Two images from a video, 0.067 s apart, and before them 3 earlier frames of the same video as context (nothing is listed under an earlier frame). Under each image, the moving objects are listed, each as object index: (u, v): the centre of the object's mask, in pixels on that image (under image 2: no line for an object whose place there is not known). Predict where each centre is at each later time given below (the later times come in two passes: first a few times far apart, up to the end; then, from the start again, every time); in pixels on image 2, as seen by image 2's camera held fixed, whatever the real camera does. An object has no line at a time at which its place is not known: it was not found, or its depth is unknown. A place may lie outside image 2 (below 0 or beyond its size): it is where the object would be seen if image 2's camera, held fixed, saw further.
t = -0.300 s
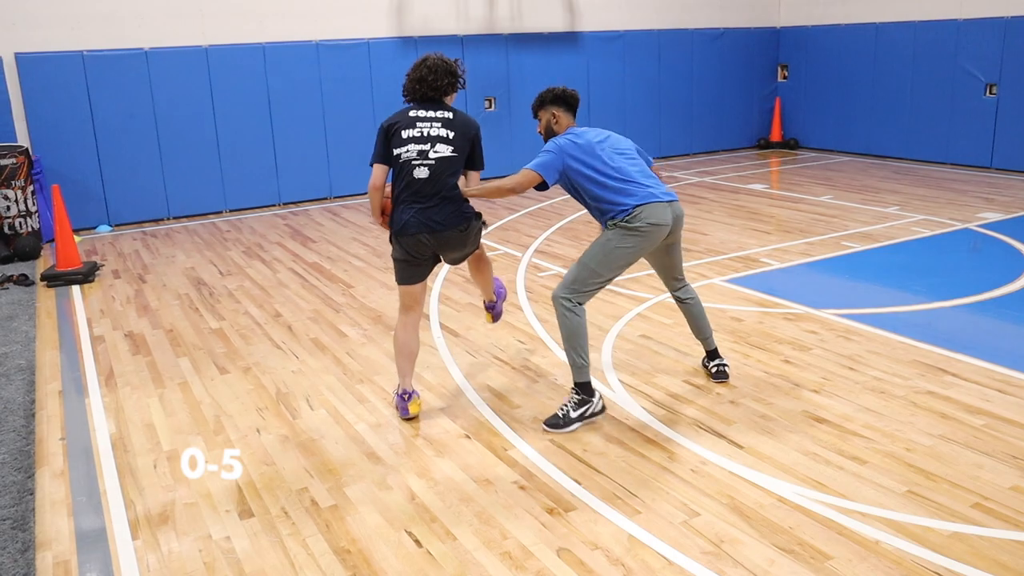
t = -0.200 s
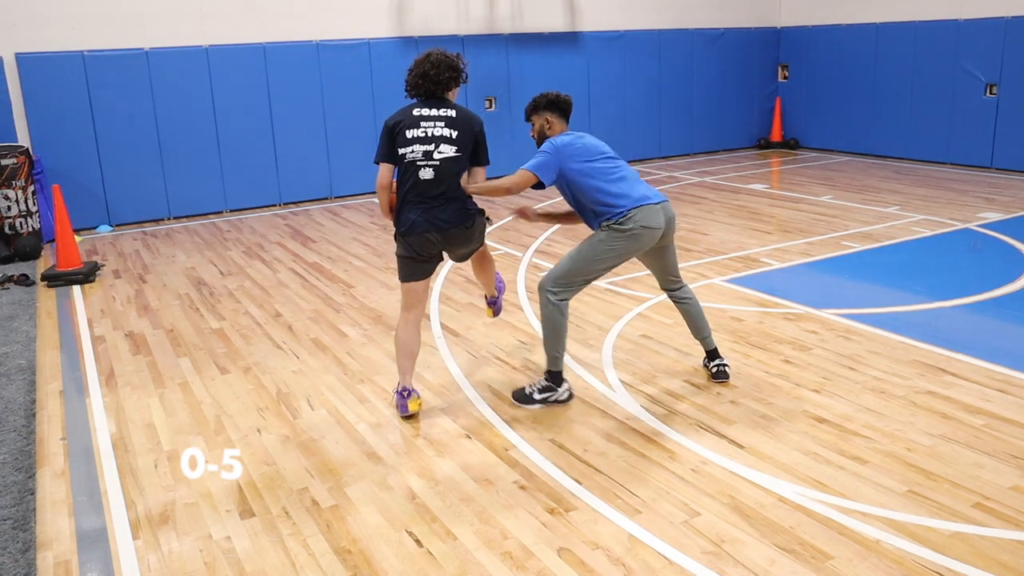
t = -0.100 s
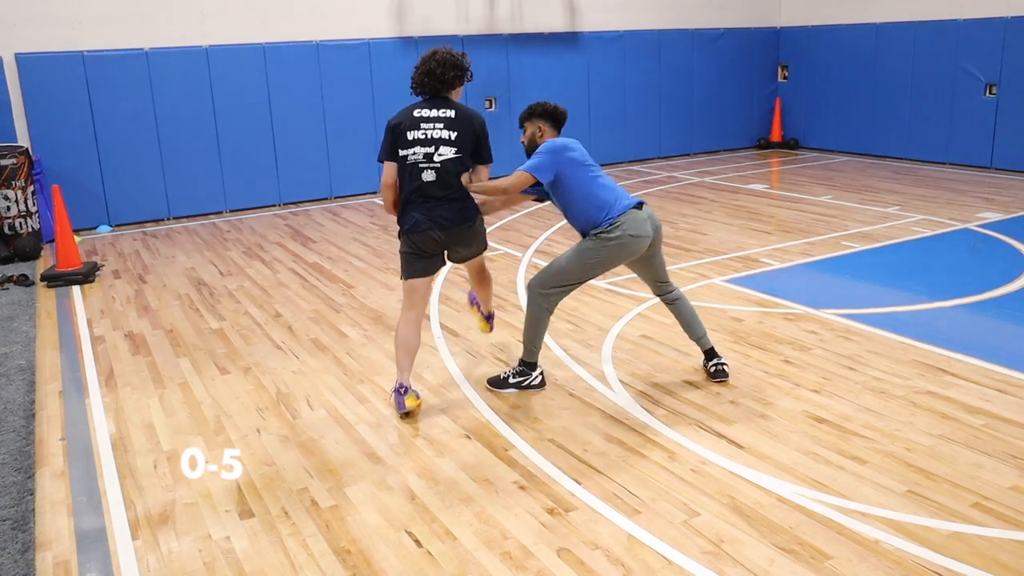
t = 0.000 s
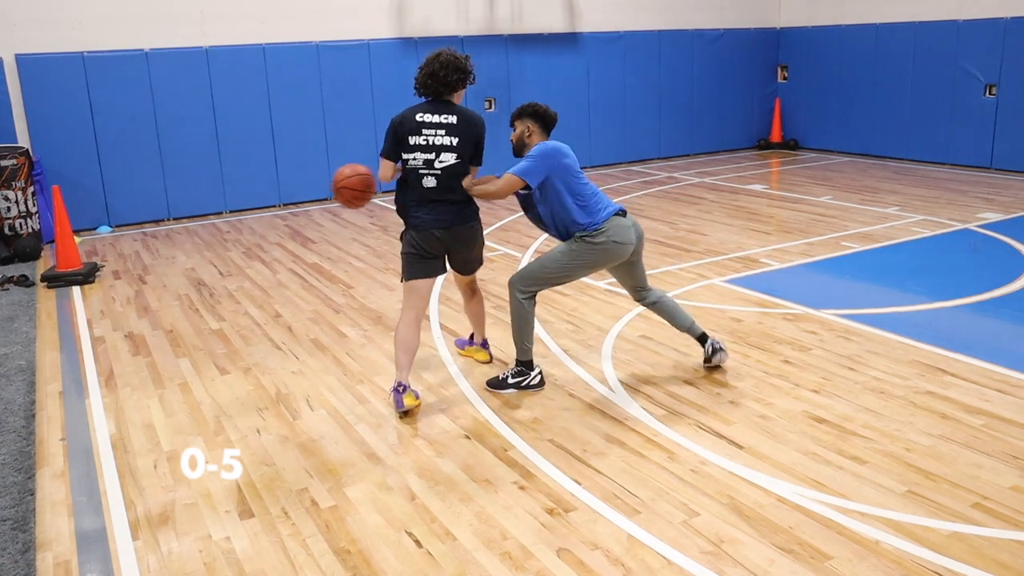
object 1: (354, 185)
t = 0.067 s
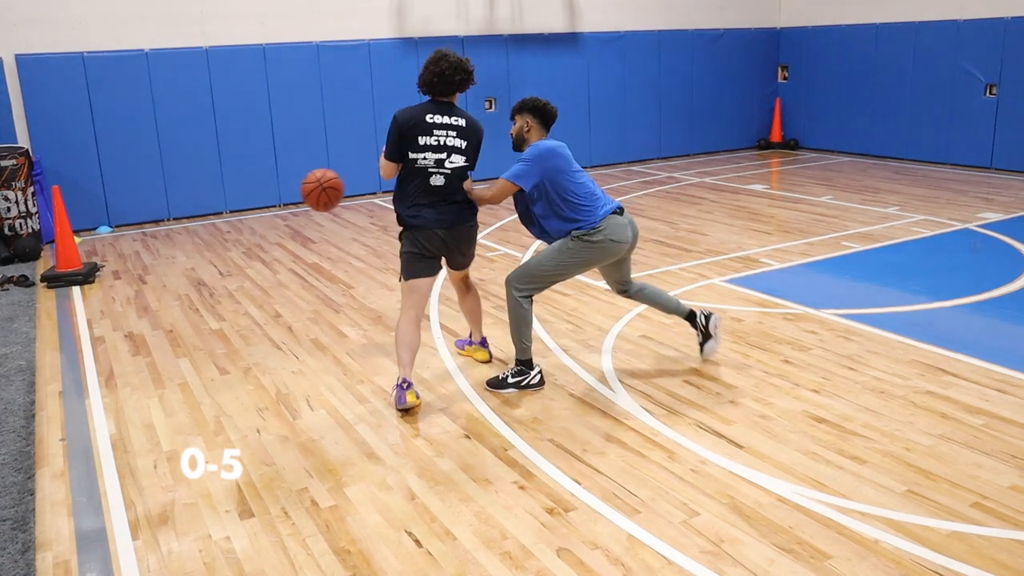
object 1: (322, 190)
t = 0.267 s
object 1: (249, 241)
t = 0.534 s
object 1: (190, 232)
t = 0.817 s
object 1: (153, 206)
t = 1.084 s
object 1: (131, 245)
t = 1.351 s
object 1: (100, 209)
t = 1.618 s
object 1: (83, 224)
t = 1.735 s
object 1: (76, 209)
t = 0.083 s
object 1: (315, 192)
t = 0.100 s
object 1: (308, 194)
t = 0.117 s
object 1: (301, 197)
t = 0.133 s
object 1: (294, 201)
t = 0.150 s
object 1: (288, 204)
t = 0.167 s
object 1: (282, 208)
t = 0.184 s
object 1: (276, 213)
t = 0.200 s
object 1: (270, 218)
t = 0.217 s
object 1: (264, 223)
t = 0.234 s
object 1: (259, 230)
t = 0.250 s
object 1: (254, 234)
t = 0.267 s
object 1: (249, 241)
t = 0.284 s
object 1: (244, 247)
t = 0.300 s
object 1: (240, 253)
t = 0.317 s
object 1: (235, 260)
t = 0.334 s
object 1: (230, 267)
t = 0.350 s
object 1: (226, 274)
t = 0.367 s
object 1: (222, 282)
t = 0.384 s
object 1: (218, 289)
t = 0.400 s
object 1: (215, 283)
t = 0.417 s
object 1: (212, 275)
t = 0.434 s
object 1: (209, 268)
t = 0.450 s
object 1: (205, 261)
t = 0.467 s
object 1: (202, 254)
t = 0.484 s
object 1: (199, 248)
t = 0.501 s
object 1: (196, 241)
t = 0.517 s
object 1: (193, 237)
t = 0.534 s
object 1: (190, 232)
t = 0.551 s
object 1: (187, 227)
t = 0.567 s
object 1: (184, 223)
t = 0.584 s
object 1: (182, 220)
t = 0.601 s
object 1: (179, 216)
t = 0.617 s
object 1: (177, 213)
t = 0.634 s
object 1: (175, 210)
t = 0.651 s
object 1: (172, 208)
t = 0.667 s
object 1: (170, 206)
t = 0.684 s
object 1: (168, 205)
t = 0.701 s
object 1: (166, 204)
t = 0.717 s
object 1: (164, 203)
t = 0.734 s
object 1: (162, 203)
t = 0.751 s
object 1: (160, 203)
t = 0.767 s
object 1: (158, 203)
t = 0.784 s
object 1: (156, 204)
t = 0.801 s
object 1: (154, 205)
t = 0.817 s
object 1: (153, 206)
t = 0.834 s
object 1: (152, 207)
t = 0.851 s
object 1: (150, 209)
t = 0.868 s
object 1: (148, 212)
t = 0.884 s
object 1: (147, 214)
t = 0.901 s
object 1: (146, 217)
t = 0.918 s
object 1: (144, 220)
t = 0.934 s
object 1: (143, 223)
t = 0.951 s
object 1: (142, 227)
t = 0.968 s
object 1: (141, 231)
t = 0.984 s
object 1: (140, 235)
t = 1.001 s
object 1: (139, 240)
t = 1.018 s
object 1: (138, 245)
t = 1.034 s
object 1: (137, 250)
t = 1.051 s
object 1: (136, 254)
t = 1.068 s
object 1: (134, 249)
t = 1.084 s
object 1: (131, 245)
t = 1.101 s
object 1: (129, 240)
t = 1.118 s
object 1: (126, 236)
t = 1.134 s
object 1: (124, 232)
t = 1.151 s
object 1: (122, 228)
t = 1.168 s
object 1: (120, 224)
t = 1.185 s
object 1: (118, 221)
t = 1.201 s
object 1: (116, 218)
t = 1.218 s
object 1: (114, 216)
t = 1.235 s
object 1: (112, 214)
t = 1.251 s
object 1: (110, 213)
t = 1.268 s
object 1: (109, 212)
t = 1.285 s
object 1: (107, 211)
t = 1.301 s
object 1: (105, 210)
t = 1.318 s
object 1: (104, 209)
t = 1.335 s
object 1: (102, 209)
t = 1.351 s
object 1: (100, 209)
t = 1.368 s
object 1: (99, 209)
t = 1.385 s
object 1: (98, 209)
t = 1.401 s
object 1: (96, 210)
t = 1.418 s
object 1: (95, 211)
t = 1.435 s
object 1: (94, 213)
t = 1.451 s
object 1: (92, 215)
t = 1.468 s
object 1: (91, 216)
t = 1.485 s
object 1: (91, 219)
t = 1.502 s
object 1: (90, 221)
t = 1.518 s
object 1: (88, 224)
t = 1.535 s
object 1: (88, 227)
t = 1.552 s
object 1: (88, 231)
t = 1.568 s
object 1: (87, 234)
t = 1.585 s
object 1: (86, 231)
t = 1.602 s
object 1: (84, 227)
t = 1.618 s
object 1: (83, 224)
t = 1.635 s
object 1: (83, 221)
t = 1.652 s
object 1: (81, 219)
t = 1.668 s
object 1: (80, 216)
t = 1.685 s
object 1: (78, 214)
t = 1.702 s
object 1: (77, 212)
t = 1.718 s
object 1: (76, 209)
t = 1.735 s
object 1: (76, 209)
